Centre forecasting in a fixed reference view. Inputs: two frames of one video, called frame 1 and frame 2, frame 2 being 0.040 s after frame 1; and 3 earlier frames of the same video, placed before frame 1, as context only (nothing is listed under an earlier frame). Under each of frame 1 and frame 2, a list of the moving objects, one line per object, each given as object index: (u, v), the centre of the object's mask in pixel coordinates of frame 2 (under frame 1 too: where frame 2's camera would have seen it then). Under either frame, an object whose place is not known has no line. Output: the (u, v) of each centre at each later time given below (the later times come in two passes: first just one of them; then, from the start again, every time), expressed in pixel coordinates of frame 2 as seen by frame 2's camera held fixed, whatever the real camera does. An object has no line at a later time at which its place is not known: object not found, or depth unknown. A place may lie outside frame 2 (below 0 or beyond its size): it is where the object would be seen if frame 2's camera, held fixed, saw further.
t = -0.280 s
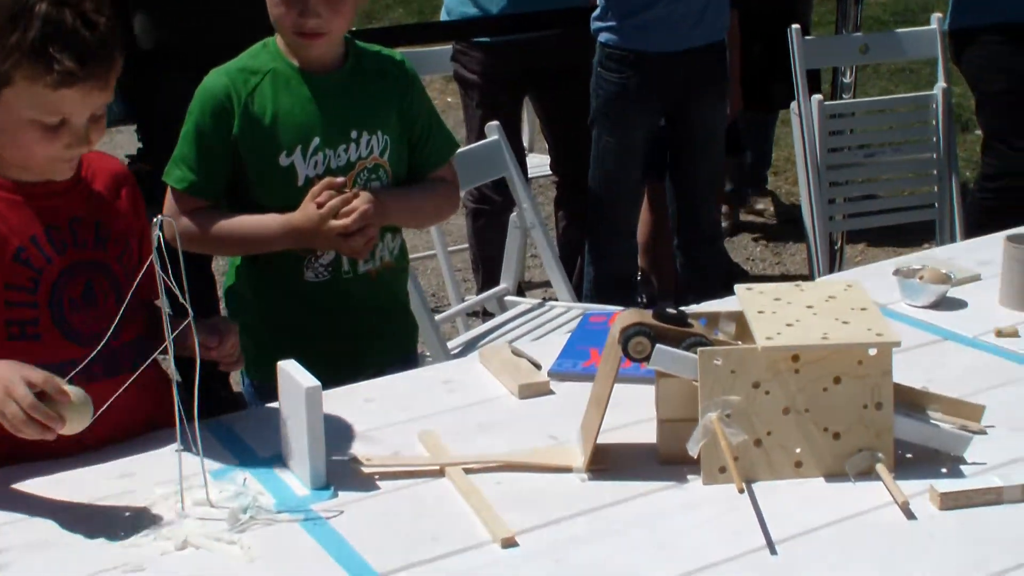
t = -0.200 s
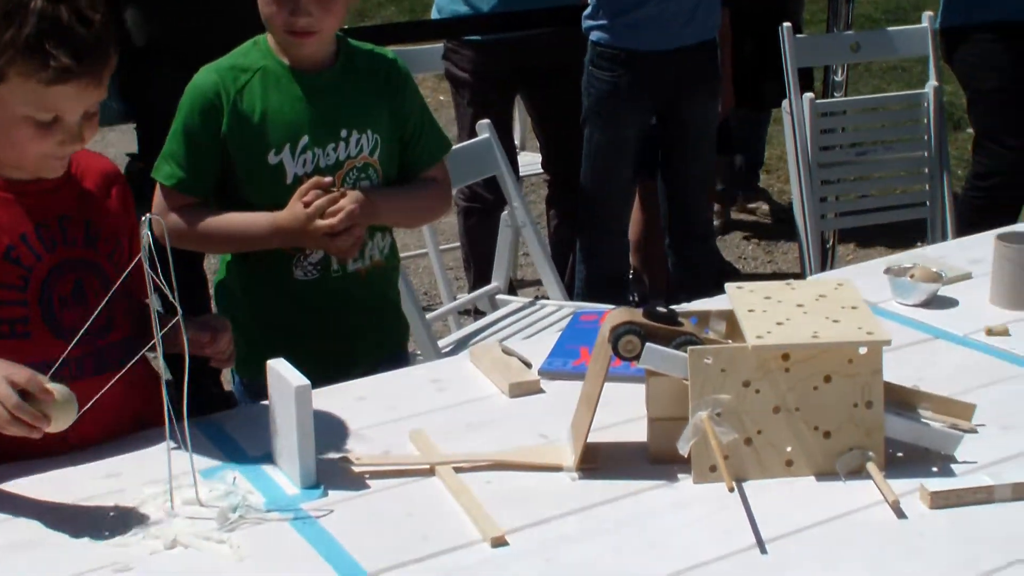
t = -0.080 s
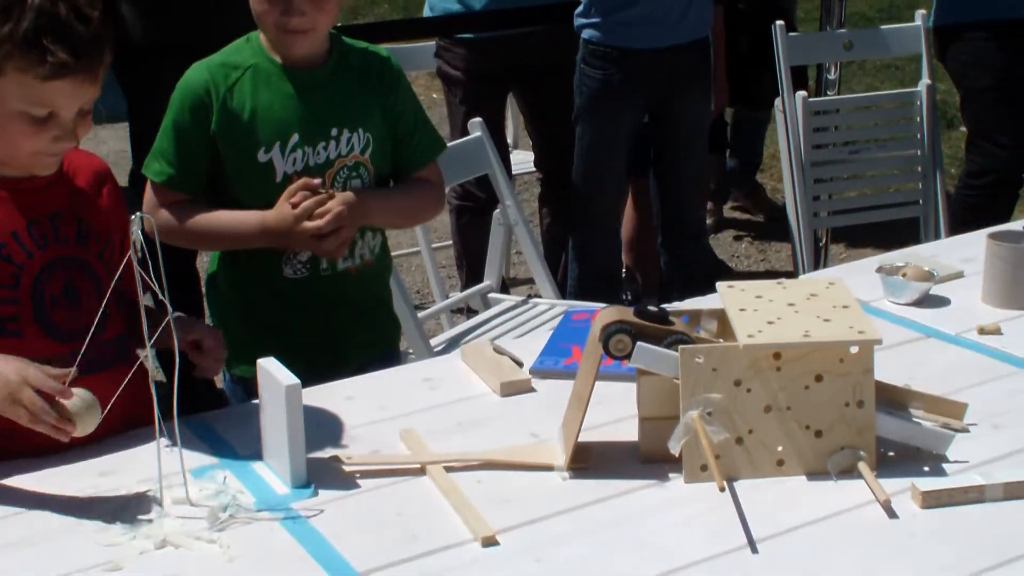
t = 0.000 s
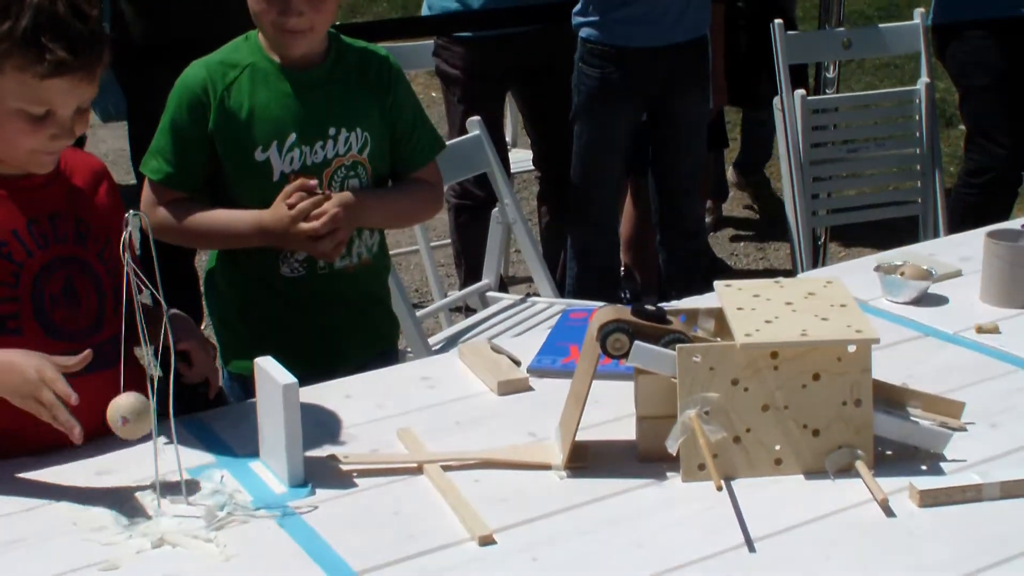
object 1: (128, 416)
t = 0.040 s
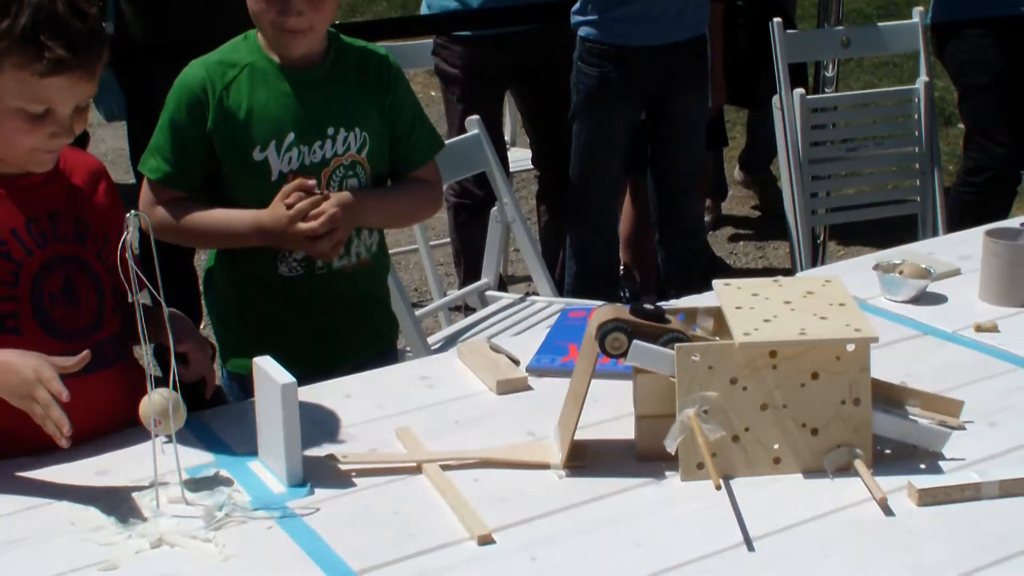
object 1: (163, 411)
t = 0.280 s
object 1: (254, 412)
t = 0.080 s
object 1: (196, 407)
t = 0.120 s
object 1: (224, 401)
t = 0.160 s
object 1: (246, 396)
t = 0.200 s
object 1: (257, 396)
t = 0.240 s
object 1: (260, 402)
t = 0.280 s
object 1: (254, 412)
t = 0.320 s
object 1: (241, 424)
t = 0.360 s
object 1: (222, 436)
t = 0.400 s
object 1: (197, 447)
